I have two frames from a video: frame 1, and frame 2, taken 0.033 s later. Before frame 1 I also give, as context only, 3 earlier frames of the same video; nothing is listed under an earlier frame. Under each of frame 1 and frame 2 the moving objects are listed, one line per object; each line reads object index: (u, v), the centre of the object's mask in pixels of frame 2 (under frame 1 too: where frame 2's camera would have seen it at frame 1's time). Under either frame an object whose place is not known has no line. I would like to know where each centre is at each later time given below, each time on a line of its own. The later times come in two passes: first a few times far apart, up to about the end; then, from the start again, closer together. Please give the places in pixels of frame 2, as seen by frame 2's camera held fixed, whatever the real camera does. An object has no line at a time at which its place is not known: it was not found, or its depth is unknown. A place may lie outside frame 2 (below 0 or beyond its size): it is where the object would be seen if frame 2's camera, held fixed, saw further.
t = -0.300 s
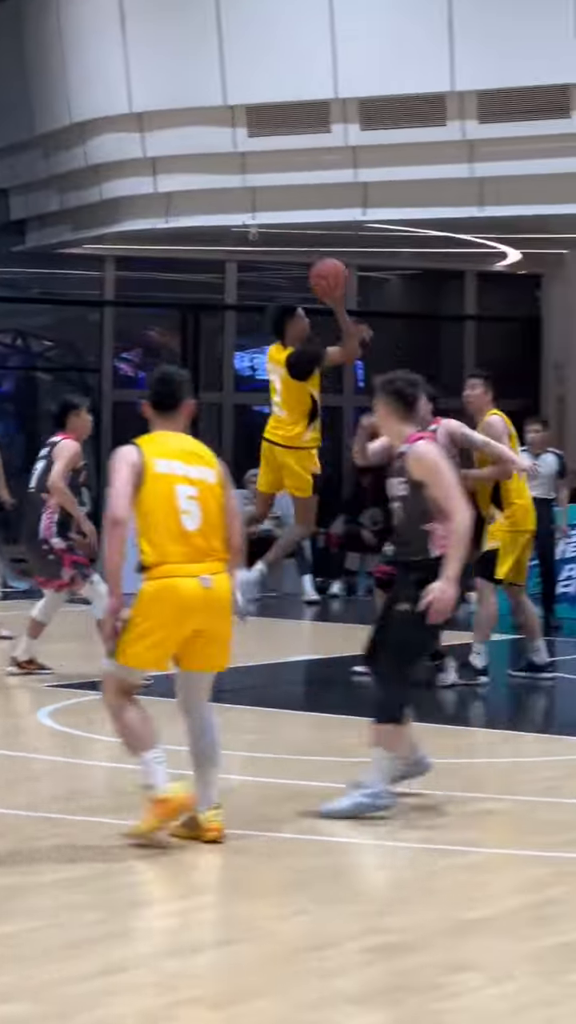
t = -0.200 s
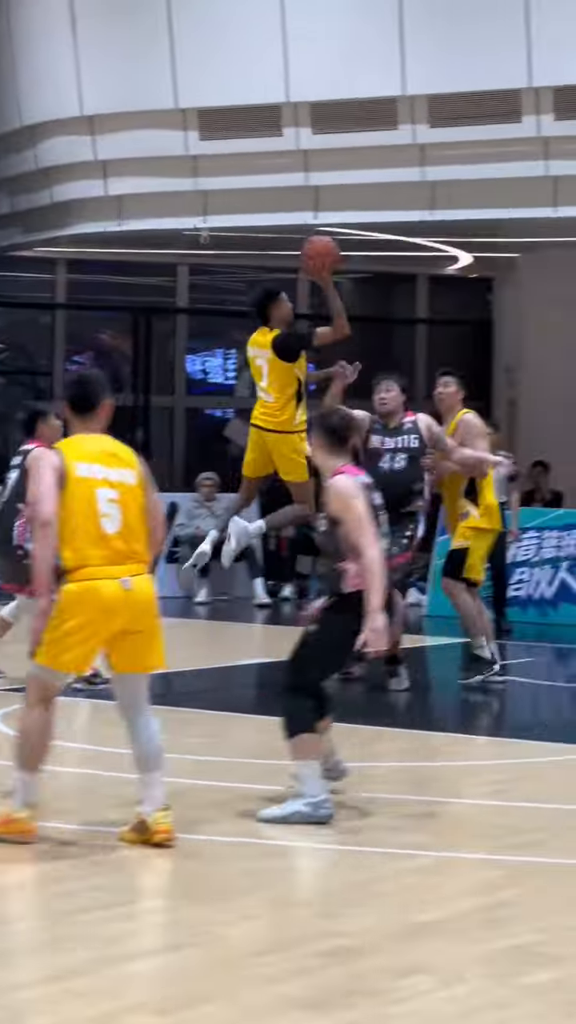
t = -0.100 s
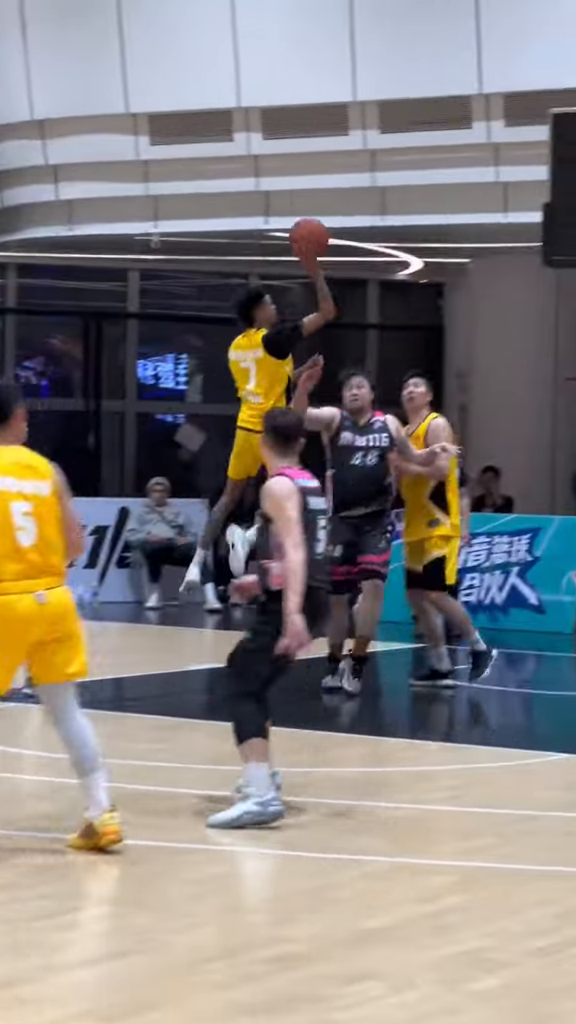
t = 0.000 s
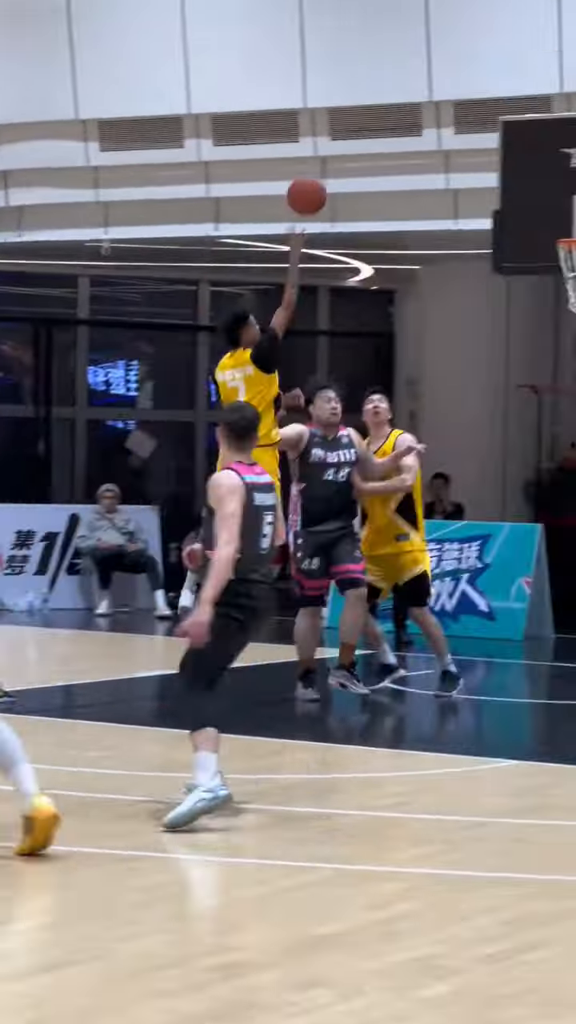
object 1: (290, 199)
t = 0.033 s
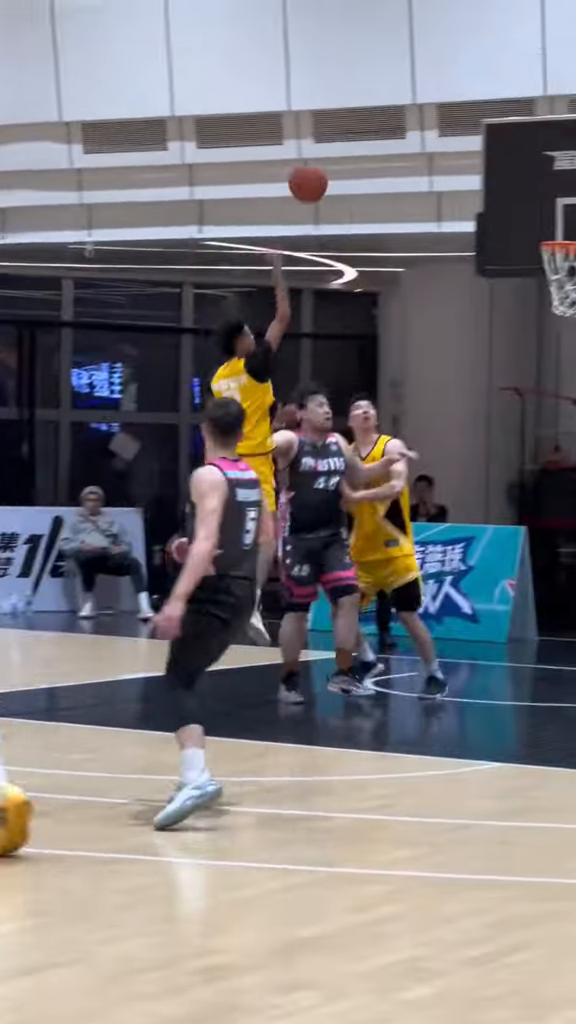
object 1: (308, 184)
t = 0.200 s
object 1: (390, 132)
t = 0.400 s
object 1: (480, 131)
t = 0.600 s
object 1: (562, 188)
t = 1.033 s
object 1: (446, 167)
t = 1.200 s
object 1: (375, 199)
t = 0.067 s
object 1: (324, 169)
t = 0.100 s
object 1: (341, 158)
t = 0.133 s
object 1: (357, 148)
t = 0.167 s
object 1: (374, 139)
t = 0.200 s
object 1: (390, 132)
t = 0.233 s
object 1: (405, 128)
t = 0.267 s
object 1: (421, 125)
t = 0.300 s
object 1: (436, 124)
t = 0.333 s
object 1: (451, 125)
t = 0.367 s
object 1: (466, 127)
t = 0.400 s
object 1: (480, 131)
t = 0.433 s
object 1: (495, 137)
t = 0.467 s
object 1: (509, 145)
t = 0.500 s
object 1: (522, 154)
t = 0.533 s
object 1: (536, 164)
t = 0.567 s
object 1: (549, 175)
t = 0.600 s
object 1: (562, 188)
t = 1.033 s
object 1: (446, 167)
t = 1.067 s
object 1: (432, 171)
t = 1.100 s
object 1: (417, 175)
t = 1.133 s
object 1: (403, 181)
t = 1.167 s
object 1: (389, 189)
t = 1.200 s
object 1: (375, 199)
